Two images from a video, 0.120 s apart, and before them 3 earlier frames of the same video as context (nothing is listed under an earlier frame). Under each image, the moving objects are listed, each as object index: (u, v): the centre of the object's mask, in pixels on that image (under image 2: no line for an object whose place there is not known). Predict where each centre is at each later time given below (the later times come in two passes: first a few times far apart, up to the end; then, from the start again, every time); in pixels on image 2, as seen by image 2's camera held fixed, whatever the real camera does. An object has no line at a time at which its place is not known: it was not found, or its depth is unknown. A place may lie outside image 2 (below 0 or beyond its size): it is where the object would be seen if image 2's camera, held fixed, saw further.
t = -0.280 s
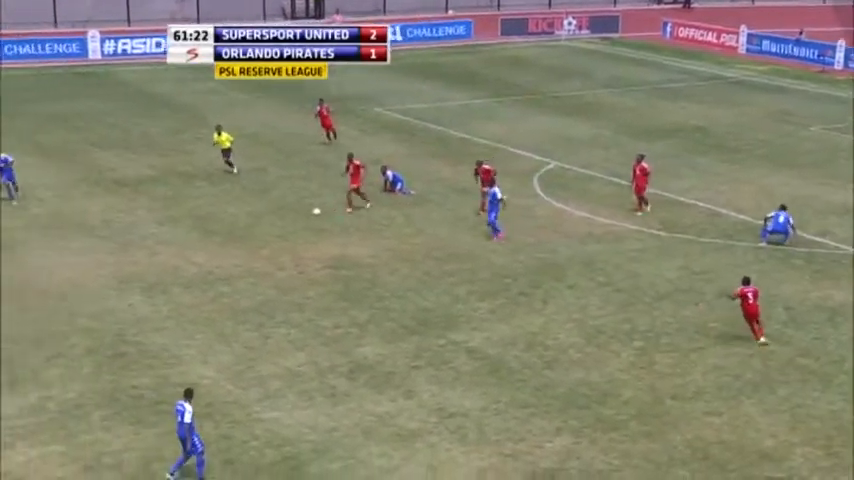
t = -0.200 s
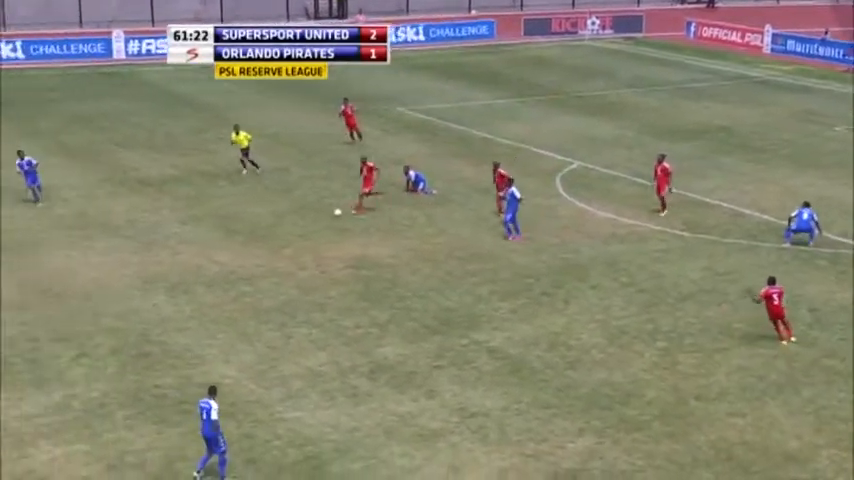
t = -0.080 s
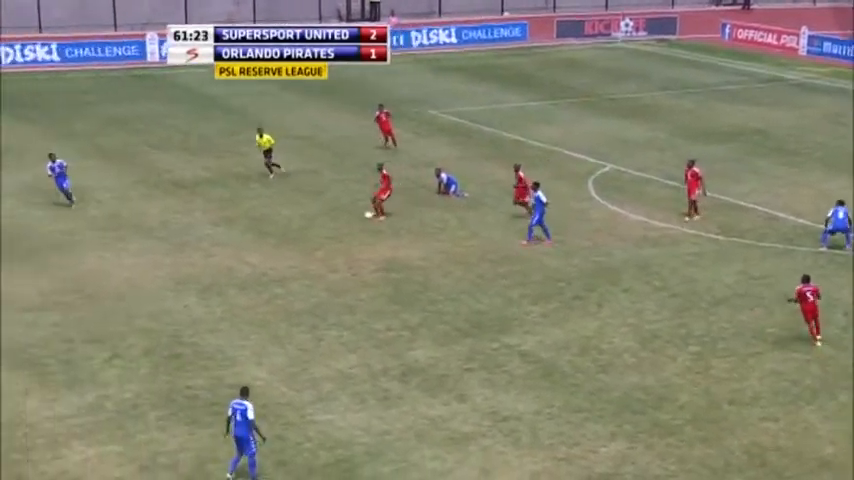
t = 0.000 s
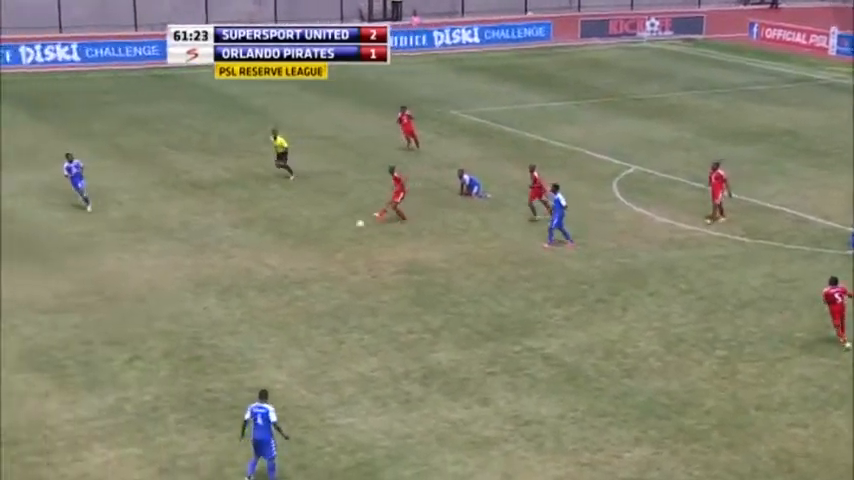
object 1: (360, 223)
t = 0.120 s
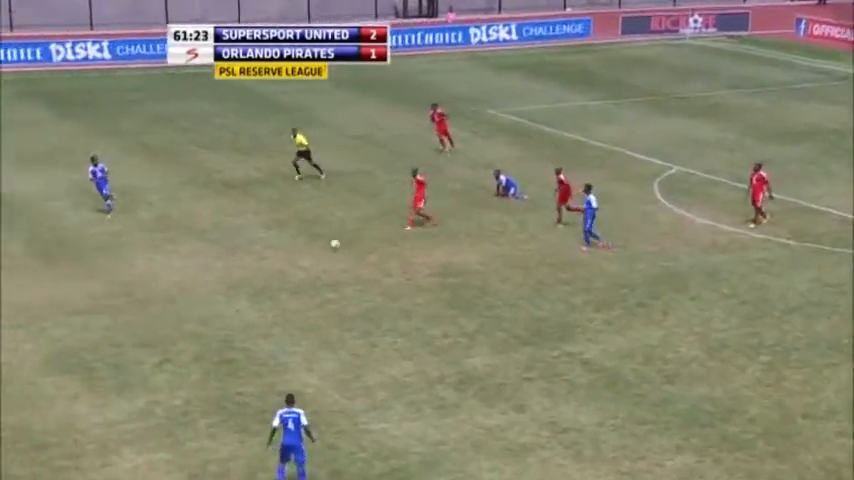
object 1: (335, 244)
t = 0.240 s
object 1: (276, 269)
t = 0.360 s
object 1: (220, 288)
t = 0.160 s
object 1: (315, 252)
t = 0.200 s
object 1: (295, 261)
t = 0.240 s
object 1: (276, 269)
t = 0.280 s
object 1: (257, 275)
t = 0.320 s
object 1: (238, 281)
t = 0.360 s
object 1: (220, 288)
